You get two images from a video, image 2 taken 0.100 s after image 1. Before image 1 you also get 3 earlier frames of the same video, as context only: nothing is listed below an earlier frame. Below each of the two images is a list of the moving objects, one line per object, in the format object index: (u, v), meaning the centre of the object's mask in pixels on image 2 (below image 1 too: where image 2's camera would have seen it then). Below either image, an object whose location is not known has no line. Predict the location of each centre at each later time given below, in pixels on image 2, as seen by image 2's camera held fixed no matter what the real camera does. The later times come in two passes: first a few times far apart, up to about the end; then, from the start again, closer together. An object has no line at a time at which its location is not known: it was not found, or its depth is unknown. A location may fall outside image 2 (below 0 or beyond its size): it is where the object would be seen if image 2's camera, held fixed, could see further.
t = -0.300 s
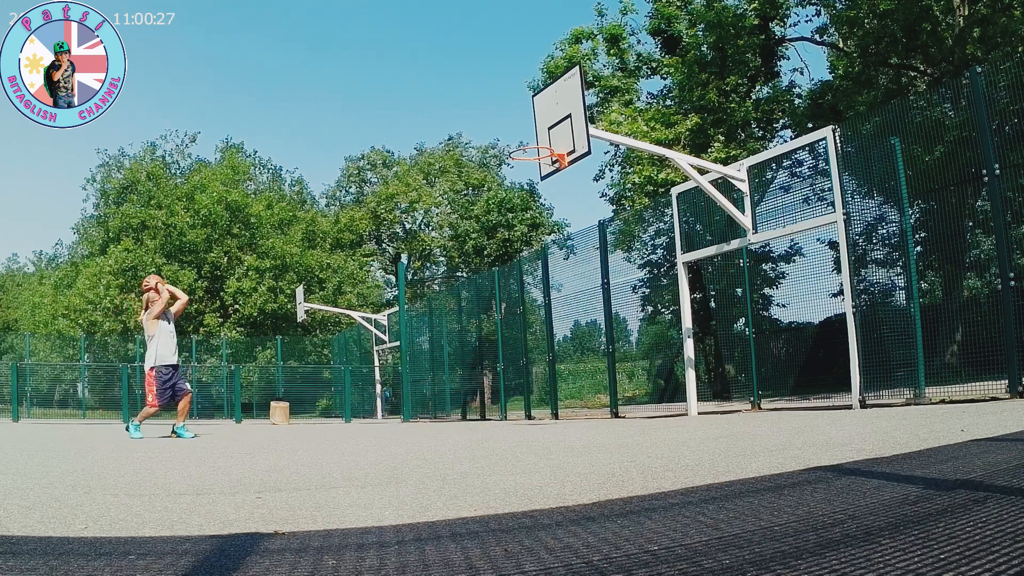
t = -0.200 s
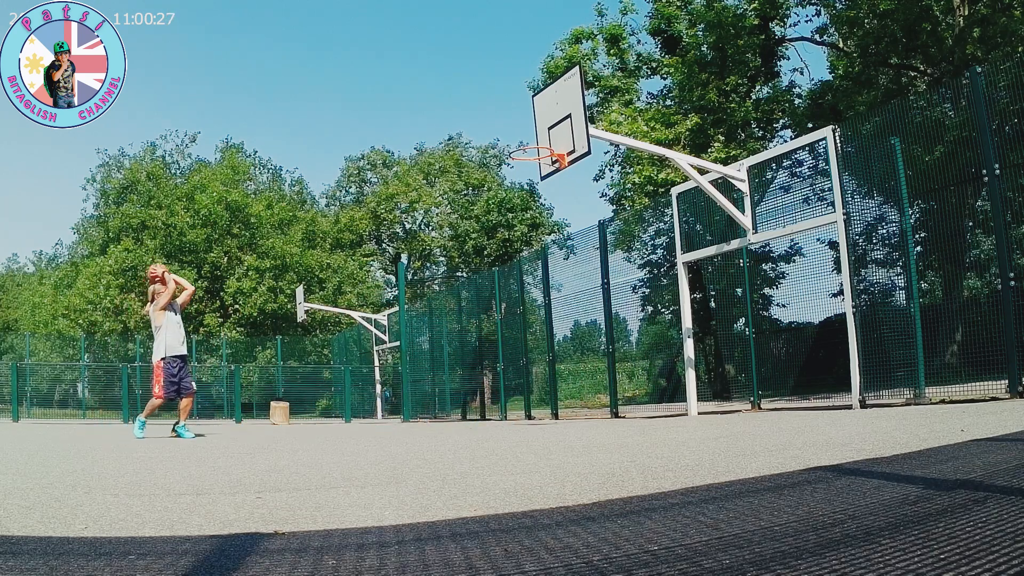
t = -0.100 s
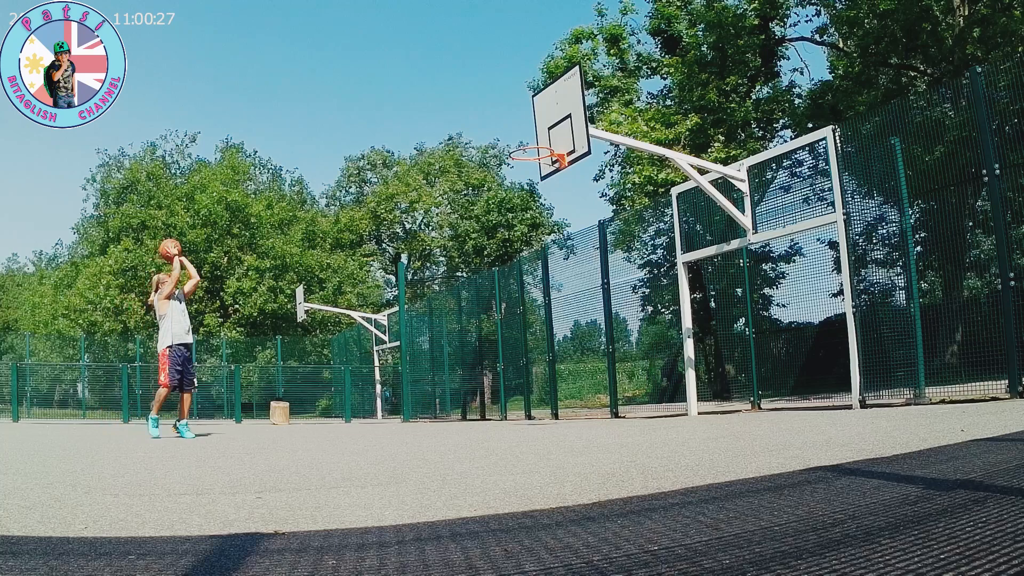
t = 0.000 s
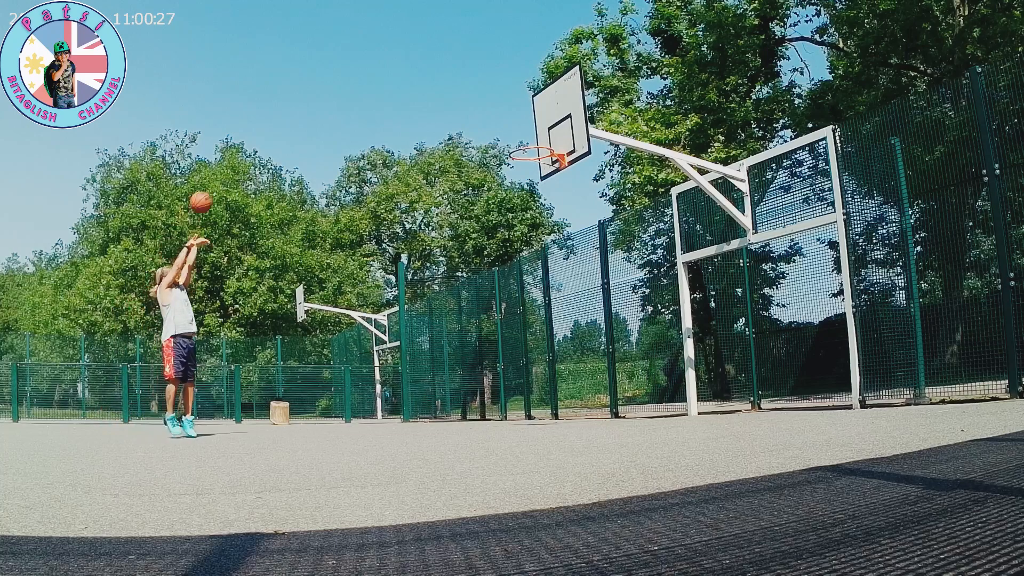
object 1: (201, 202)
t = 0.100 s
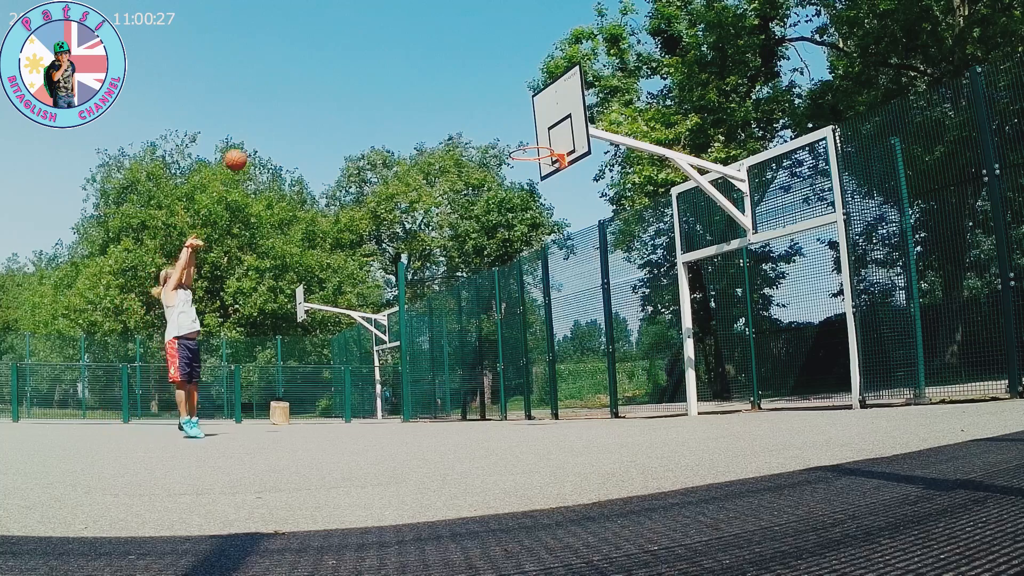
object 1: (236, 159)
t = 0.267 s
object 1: (293, 111)
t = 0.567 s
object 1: (395, 83)
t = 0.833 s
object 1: (485, 124)
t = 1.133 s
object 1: (551, 128)
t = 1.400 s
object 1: (518, 139)
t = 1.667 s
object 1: (510, 140)
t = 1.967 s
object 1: (492, 165)
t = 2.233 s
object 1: (480, 260)
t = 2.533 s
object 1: (466, 402)
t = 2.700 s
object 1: (453, 317)
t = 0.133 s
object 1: (247, 148)
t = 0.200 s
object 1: (270, 127)
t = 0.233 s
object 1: (282, 118)
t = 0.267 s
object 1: (293, 111)
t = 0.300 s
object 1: (305, 104)
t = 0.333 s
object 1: (316, 98)
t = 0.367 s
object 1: (328, 93)
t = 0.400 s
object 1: (339, 89)
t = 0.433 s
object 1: (350, 86)
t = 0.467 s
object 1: (362, 84)
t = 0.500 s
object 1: (373, 83)
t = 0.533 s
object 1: (384, 83)
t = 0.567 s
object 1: (395, 83)
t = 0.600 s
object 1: (407, 85)
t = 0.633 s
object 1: (417, 88)
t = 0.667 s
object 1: (429, 91)
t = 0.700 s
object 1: (440, 96)
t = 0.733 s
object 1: (451, 101)
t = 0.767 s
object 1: (463, 108)
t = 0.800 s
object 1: (474, 116)
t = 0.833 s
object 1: (485, 124)
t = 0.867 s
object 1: (496, 133)
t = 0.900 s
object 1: (508, 143)
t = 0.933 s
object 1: (514, 140)
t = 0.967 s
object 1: (520, 136)
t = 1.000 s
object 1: (526, 133)
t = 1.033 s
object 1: (532, 130)
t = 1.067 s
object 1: (538, 129)
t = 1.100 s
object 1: (544, 128)
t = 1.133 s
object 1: (551, 128)
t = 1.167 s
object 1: (547, 127)
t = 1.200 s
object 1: (543, 126)
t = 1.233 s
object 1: (539, 126)
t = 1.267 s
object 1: (534, 127)
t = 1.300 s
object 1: (530, 129)
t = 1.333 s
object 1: (526, 132)
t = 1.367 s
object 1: (521, 136)
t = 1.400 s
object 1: (518, 139)
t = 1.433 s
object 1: (517, 136)
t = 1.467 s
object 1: (516, 134)
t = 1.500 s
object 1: (515, 133)
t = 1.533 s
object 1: (514, 132)
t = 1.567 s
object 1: (513, 133)
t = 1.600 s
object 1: (512, 134)
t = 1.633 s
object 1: (511, 137)
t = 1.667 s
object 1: (510, 140)
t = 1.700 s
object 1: (508, 139)
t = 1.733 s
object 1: (506, 139)
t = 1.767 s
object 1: (504, 140)
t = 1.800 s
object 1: (502, 142)
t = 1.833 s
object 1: (500, 144)
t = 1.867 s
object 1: (498, 148)
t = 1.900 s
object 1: (496, 153)
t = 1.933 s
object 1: (494, 159)
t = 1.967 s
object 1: (492, 165)
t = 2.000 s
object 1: (491, 174)
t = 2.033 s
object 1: (489, 182)
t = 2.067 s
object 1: (487, 193)
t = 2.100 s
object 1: (486, 204)
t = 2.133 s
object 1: (484, 217)
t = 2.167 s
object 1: (483, 230)
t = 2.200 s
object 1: (481, 244)
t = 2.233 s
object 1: (480, 260)
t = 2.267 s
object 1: (478, 277)
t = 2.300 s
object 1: (477, 294)
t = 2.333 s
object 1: (476, 313)
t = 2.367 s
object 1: (474, 334)
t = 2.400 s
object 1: (473, 355)
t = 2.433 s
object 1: (472, 378)
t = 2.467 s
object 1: (470, 401)
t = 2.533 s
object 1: (466, 402)
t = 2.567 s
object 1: (463, 383)
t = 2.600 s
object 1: (461, 365)
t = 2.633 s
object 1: (459, 348)
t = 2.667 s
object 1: (456, 332)
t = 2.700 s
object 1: (453, 317)
